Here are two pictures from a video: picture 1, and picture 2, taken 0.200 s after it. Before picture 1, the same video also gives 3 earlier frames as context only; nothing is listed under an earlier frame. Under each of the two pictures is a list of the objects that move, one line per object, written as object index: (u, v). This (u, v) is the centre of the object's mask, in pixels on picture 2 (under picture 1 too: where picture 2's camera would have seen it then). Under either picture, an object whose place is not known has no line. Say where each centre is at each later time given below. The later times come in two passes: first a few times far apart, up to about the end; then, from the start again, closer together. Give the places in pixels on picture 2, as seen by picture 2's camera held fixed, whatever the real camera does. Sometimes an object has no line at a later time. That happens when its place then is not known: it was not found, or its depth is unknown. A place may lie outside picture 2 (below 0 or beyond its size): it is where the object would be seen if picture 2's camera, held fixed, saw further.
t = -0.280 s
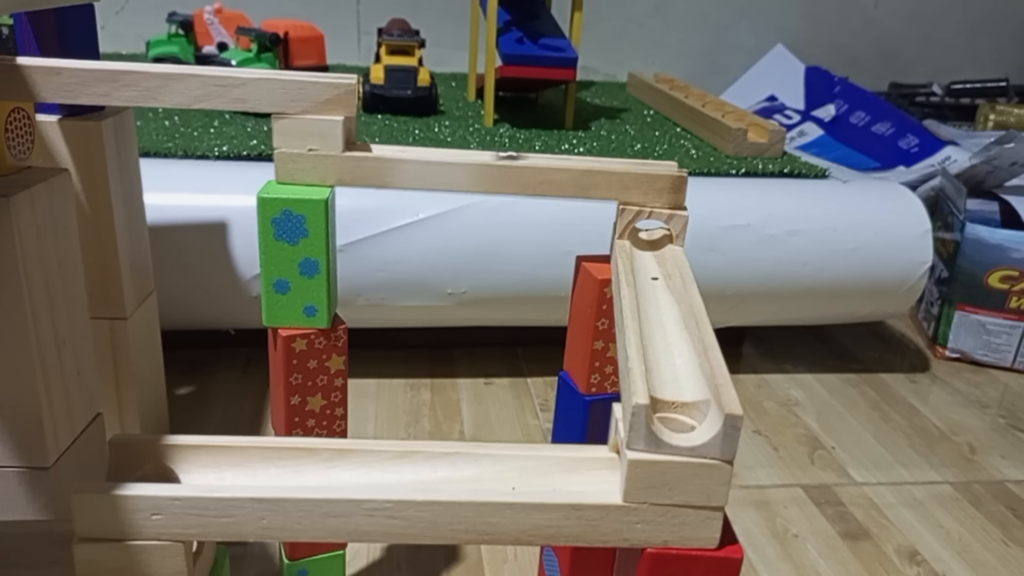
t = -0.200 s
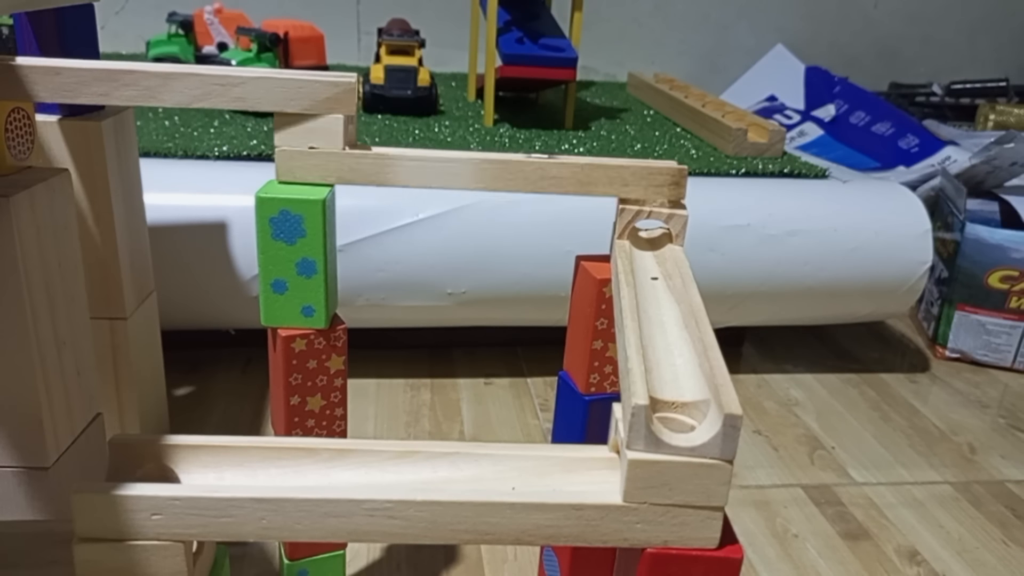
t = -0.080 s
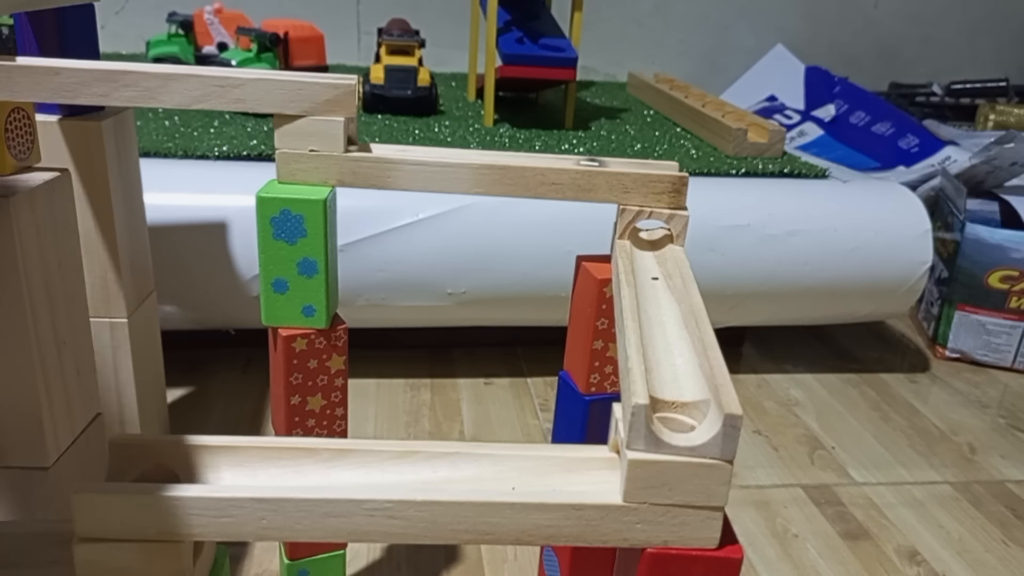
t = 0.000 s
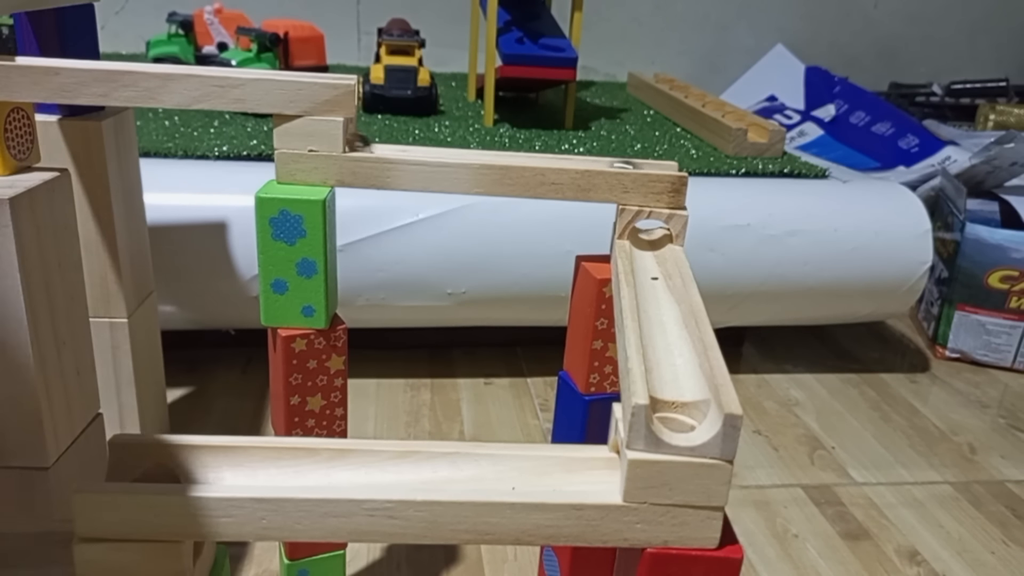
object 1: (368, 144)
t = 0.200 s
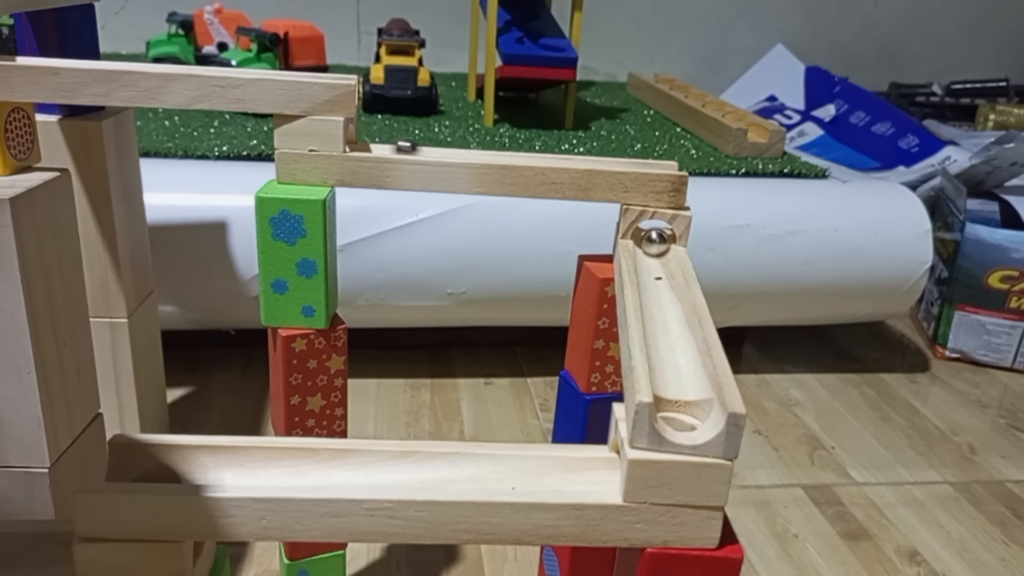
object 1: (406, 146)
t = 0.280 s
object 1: (428, 149)
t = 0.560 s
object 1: (523, 157)
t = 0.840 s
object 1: (637, 167)
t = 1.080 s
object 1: (655, 238)
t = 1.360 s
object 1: (660, 269)
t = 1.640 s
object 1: (671, 316)
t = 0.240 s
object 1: (416, 147)
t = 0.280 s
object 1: (428, 149)
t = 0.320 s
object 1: (440, 150)
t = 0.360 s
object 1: (452, 152)
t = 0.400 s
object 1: (466, 153)
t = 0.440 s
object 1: (480, 153)
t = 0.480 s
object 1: (493, 155)
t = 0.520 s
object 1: (508, 156)
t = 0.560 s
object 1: (523, 157)
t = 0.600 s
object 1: (539, 158)
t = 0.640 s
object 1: (555, 159)
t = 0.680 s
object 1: (572, 161)
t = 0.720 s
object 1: (590, 162)
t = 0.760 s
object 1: (607, 163)
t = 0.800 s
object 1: (624, 164)
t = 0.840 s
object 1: (637, 167)
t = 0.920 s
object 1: (651, 226)
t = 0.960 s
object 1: (650, 228)
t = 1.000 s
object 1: (652, 231)
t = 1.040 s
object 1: (655, 235)
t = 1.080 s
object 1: (655, 238)
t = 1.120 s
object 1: (654, 242)
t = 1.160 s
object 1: (655, 247)
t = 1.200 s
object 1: (658, 252)
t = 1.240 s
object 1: (661, 256)
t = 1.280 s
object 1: (659, 260)
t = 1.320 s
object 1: (658, 264)
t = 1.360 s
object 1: (660, 269)
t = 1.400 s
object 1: (663, 275)
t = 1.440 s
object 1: (665, 280)
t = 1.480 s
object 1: (664, 287)
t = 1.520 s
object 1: (663, 293)
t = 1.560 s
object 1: (664, 297)
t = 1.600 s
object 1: (669, 307)
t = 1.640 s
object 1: (671, 316)
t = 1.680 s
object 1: (671, 325)
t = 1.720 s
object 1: (670, 331)
